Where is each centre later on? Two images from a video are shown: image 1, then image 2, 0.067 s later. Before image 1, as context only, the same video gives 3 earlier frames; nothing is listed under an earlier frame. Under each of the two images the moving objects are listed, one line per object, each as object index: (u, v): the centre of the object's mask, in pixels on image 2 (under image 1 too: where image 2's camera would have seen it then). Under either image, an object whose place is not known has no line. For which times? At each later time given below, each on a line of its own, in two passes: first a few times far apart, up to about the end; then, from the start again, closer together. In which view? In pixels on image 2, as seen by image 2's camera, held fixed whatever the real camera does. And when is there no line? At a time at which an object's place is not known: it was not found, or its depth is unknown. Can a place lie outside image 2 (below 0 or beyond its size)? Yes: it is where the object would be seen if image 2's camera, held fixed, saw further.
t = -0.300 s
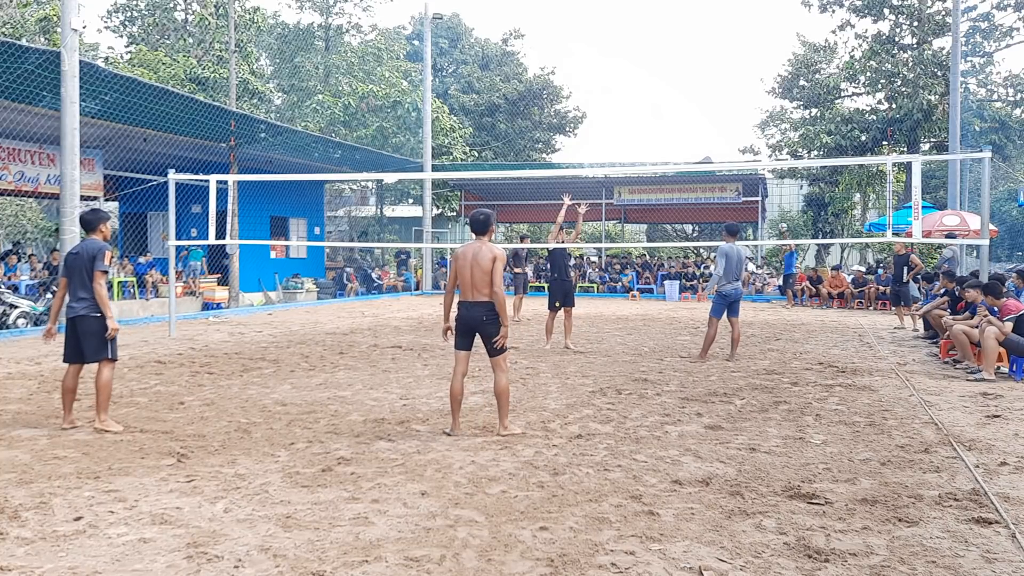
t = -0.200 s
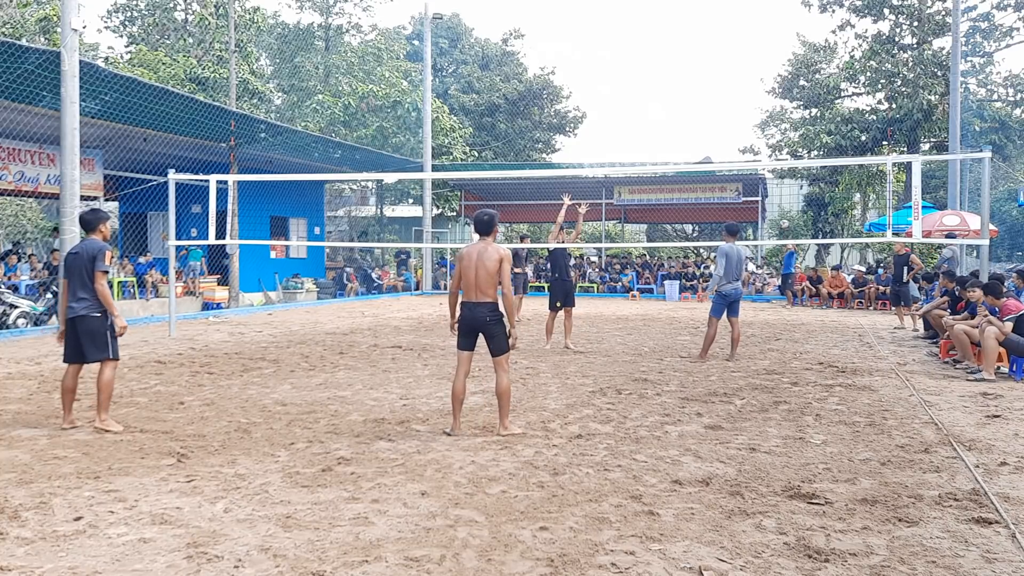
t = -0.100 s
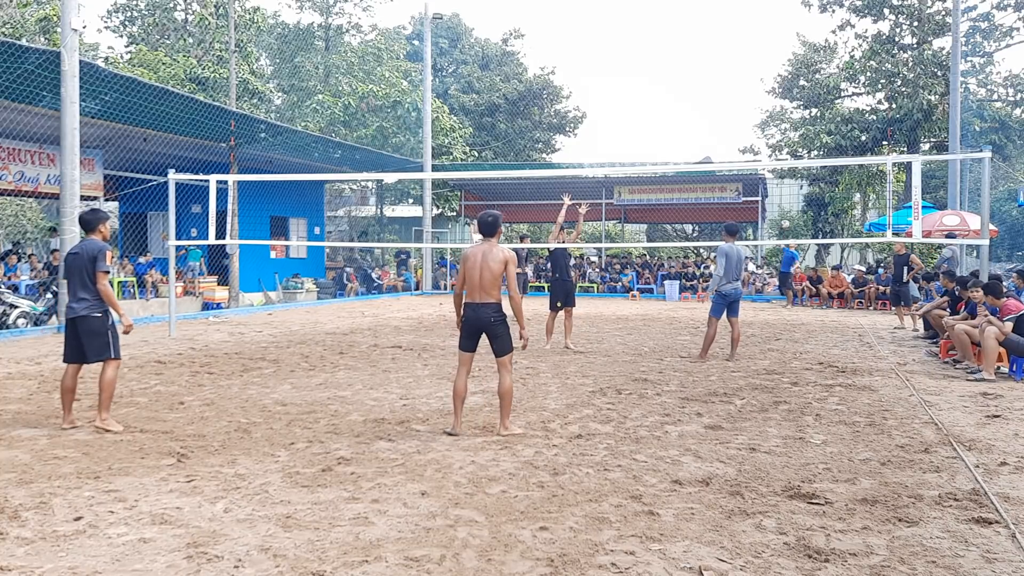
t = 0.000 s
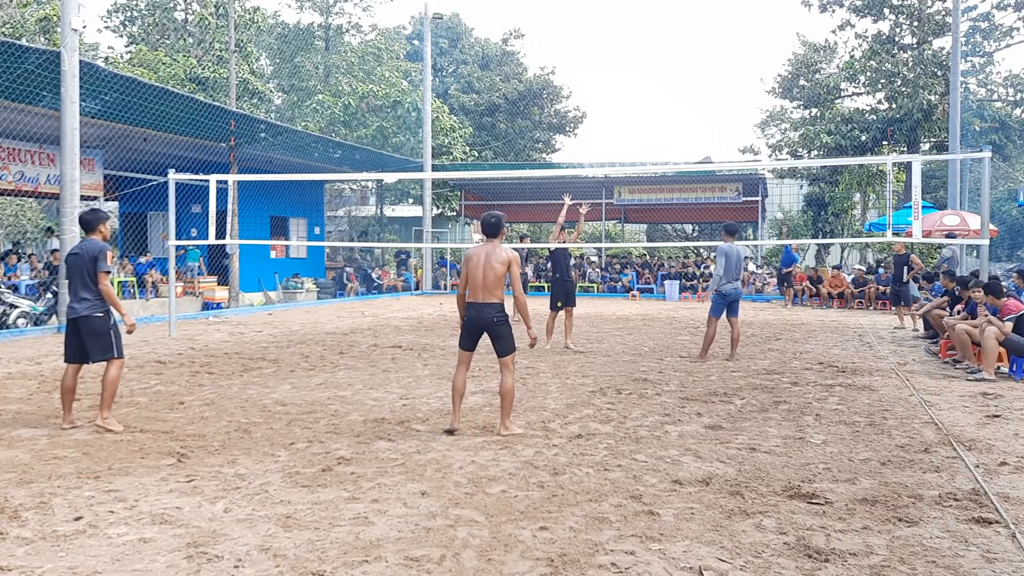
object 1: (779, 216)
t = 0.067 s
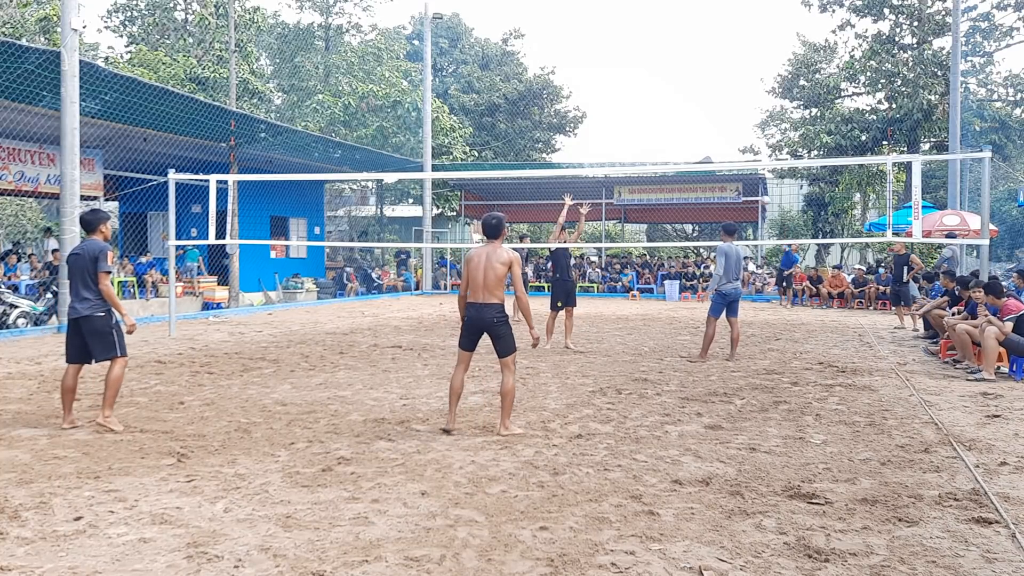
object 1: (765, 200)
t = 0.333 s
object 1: (704, 151)
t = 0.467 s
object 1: (669, 133)
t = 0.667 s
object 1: (604, 113)
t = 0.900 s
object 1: (495, 123)
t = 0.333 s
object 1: (704, 151)
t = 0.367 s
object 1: (695, 146)
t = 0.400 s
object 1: (687, 141)
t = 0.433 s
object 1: (678, 137)
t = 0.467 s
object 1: (669, 133)
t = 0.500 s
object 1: (660, 128)
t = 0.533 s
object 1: (650, 124)
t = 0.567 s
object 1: (639, 121)
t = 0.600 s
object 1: (629, 118)
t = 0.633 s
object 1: (617, 115)
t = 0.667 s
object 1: (604, 113)
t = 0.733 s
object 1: (578, 112)
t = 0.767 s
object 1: (562, 112)
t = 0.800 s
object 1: (546, 112)
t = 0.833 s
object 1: (530, 114)
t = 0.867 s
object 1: (513, 118)
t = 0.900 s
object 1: (495, 123)
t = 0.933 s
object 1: (476, 129)
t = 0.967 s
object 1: (454, 137)
